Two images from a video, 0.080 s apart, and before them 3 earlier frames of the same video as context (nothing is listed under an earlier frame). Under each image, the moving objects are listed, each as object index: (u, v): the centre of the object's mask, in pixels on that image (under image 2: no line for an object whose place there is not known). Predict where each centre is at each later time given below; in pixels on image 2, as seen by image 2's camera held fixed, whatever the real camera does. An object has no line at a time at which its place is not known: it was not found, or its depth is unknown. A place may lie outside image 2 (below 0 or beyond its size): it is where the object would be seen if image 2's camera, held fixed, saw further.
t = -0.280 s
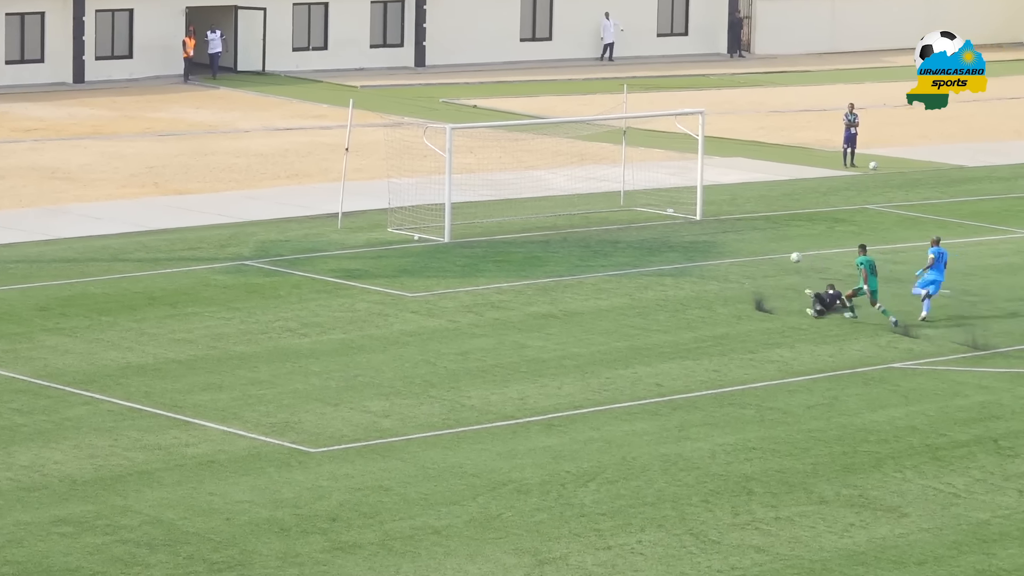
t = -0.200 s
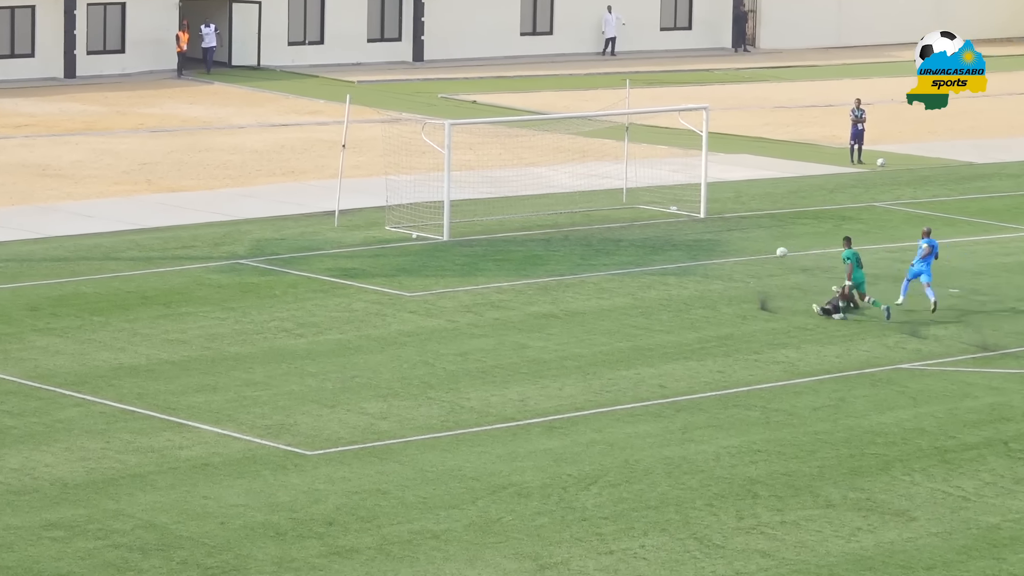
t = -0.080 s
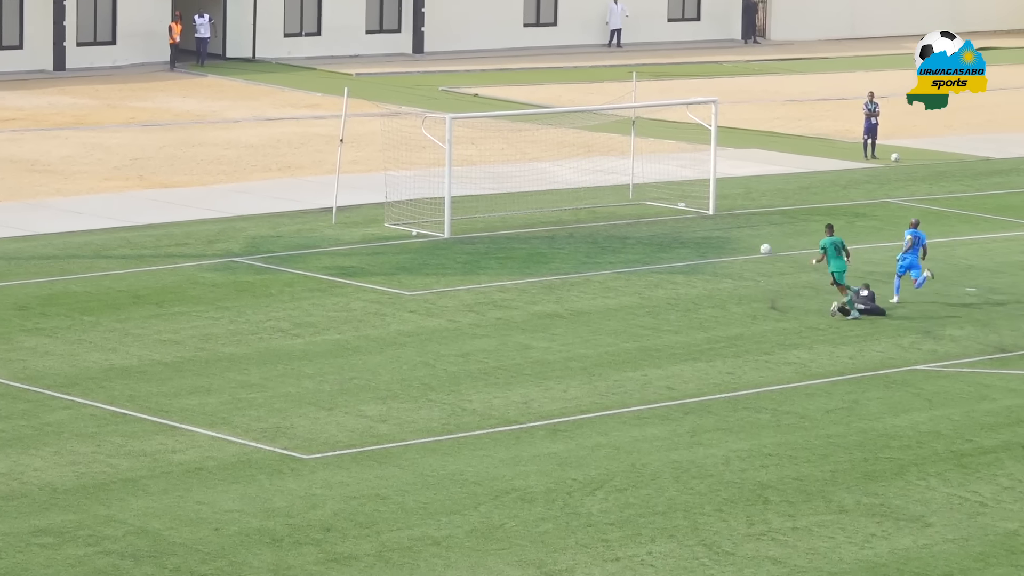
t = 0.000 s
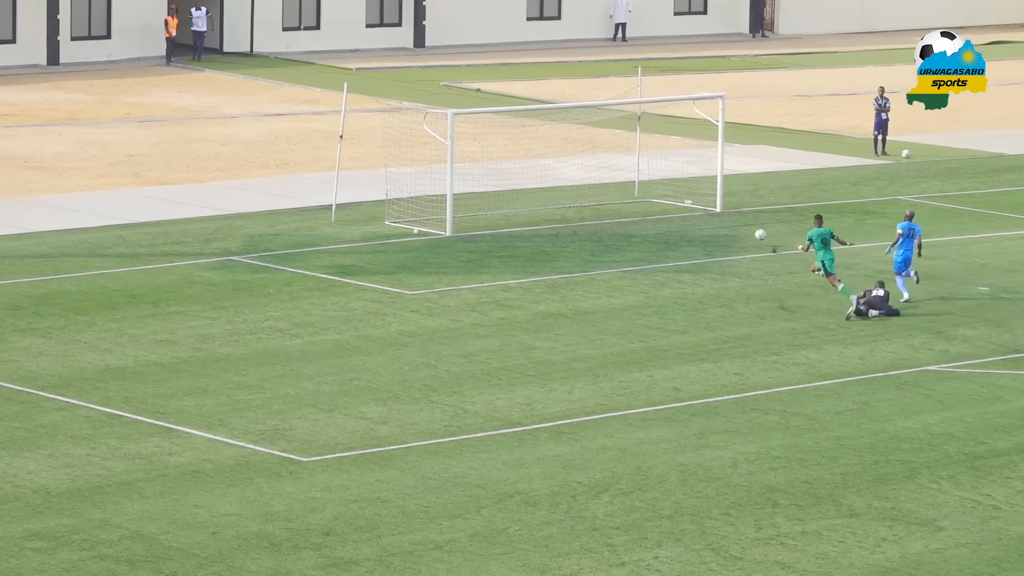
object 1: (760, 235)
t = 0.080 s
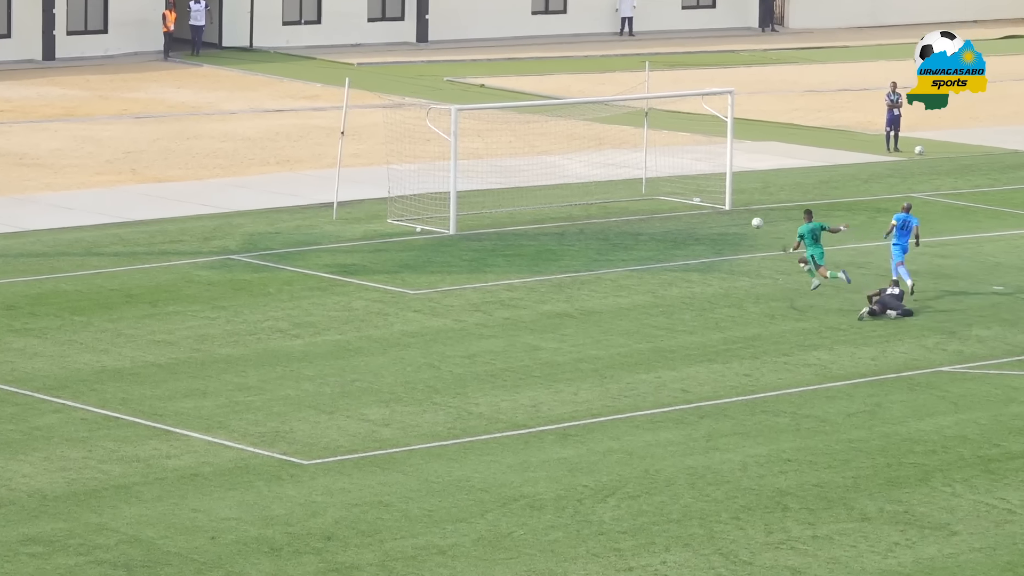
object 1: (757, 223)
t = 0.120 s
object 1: (752, 219)
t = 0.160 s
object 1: (747, 217)
